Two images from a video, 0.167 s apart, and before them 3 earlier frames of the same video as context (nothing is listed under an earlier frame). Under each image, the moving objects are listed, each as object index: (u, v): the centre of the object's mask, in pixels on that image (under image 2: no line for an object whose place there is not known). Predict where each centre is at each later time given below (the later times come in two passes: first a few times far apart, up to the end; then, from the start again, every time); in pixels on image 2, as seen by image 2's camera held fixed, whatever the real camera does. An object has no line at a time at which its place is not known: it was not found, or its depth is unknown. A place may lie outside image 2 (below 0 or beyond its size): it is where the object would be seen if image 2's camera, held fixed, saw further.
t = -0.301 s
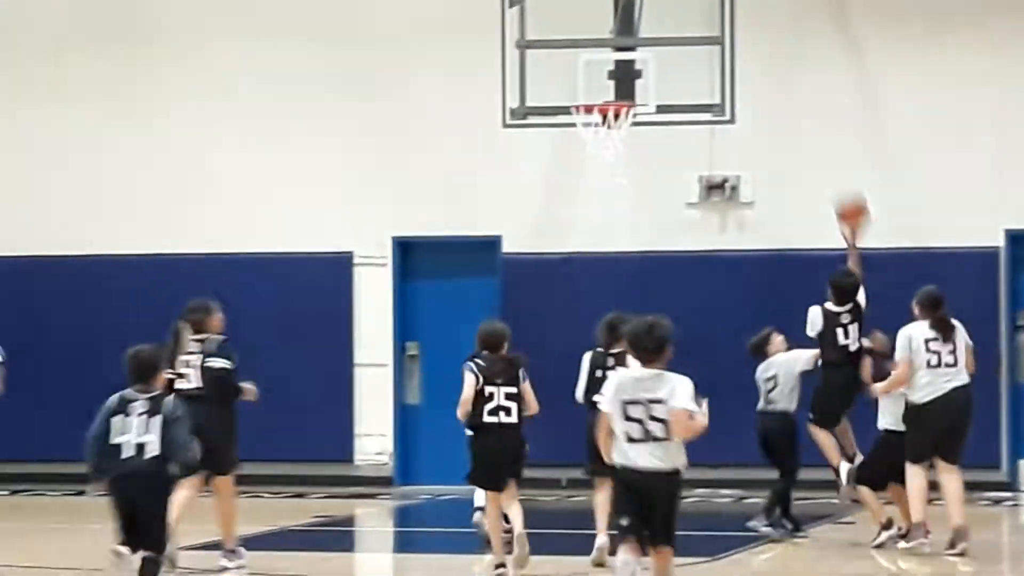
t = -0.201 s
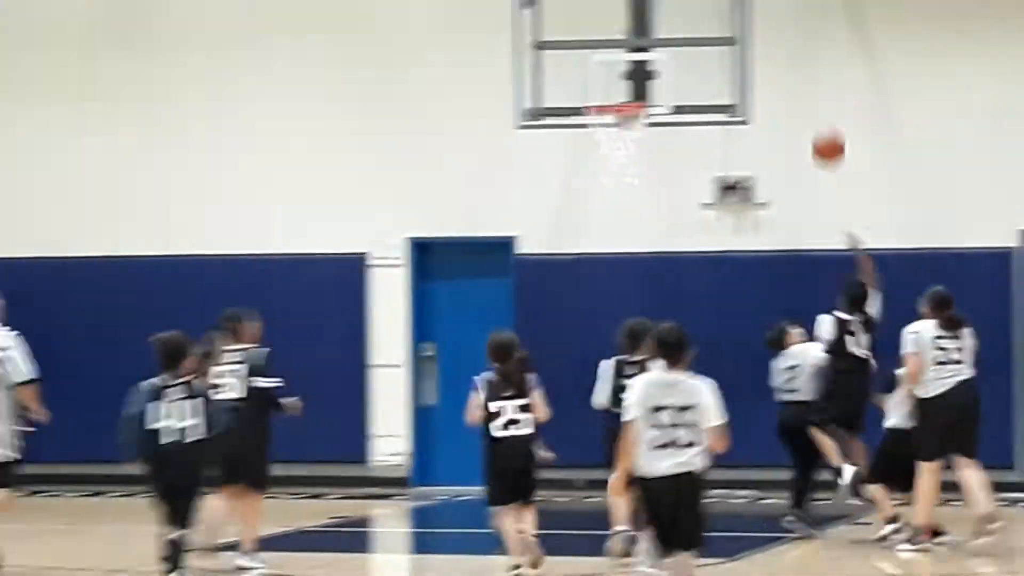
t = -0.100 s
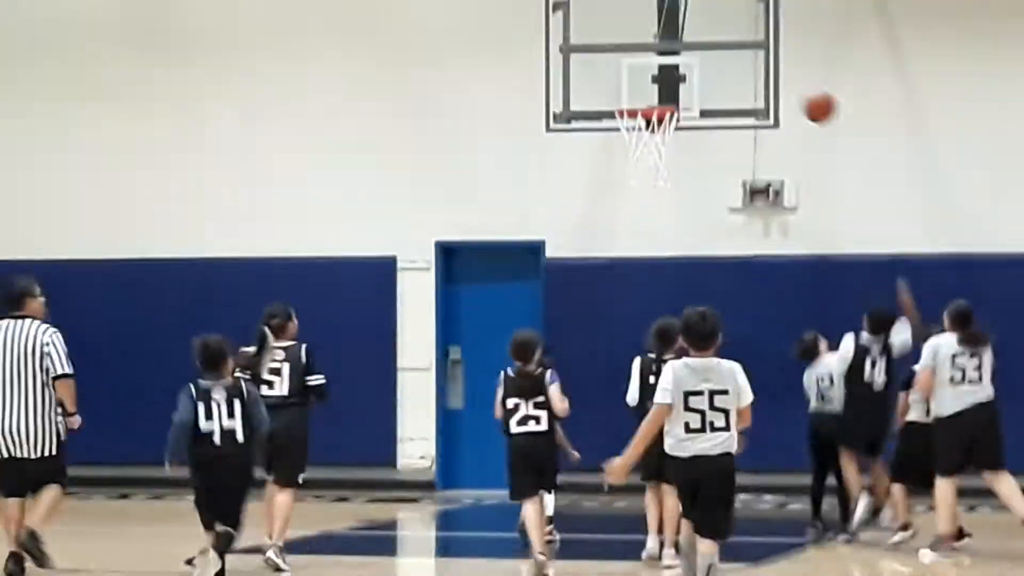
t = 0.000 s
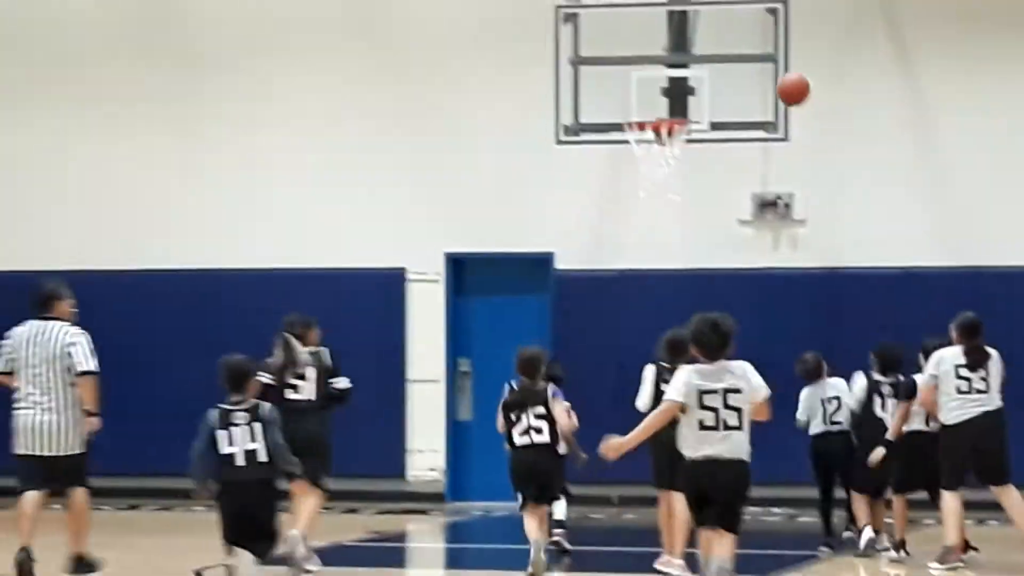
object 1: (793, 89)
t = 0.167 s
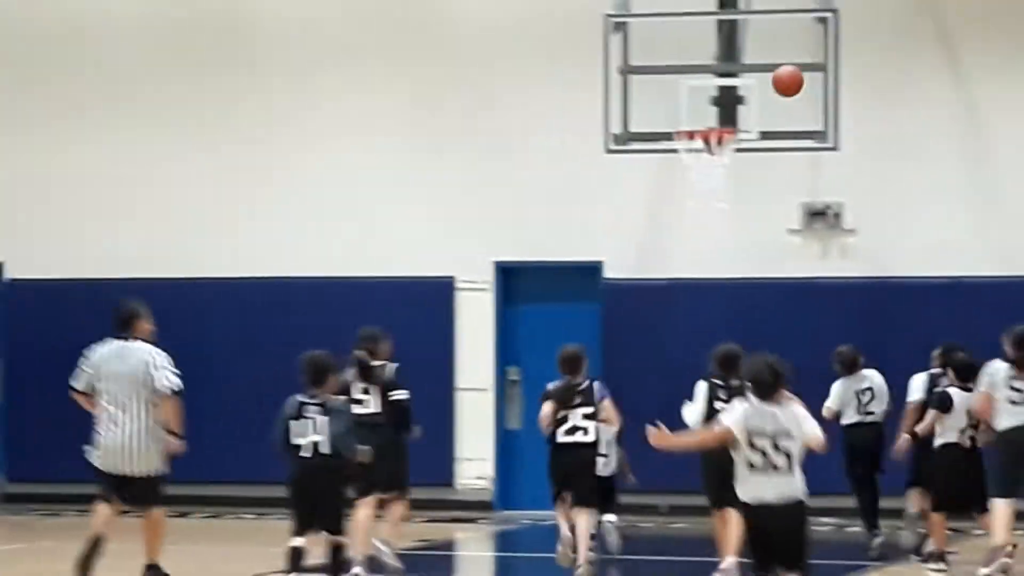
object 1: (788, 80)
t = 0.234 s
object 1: (767, 83)
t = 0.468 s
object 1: (703, 98)
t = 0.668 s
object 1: (664, 53)
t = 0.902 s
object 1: (618, 64)
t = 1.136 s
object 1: (572, 143)
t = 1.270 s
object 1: (547, 220)
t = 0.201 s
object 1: (777, 81)
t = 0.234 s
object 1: (767, 83)
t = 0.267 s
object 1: (757, 88)
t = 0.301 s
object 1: (746, 94)
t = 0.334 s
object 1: (735, 100)
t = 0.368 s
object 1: (727, 107)
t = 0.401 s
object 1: (718, 115)
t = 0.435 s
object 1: (710, 111)
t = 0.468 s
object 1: (703, 98)
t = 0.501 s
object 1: (697, 86)
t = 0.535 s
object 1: (690, 77)
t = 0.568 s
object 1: (683, 69)
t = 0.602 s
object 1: (677, 63)
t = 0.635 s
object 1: (671, 58)
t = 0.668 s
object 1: (664, 53)
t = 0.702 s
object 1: (657, 49)
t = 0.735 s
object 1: (650, 49)
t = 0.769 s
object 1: (643, 51)
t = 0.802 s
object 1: (637, 52)
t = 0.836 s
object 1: (632, 52)
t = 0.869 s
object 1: (624, 58)
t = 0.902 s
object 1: (618, 64)
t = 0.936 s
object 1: (611, 70)
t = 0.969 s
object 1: (605, 79)
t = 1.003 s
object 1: (598, 89)
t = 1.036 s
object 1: (591, 100)
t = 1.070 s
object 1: (585, 113)
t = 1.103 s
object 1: (578, 128)
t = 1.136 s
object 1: (572, 143)
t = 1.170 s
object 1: (566, 161)
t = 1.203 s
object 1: (560, 178)
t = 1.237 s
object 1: (554, 198)
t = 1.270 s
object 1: (547, 220)
